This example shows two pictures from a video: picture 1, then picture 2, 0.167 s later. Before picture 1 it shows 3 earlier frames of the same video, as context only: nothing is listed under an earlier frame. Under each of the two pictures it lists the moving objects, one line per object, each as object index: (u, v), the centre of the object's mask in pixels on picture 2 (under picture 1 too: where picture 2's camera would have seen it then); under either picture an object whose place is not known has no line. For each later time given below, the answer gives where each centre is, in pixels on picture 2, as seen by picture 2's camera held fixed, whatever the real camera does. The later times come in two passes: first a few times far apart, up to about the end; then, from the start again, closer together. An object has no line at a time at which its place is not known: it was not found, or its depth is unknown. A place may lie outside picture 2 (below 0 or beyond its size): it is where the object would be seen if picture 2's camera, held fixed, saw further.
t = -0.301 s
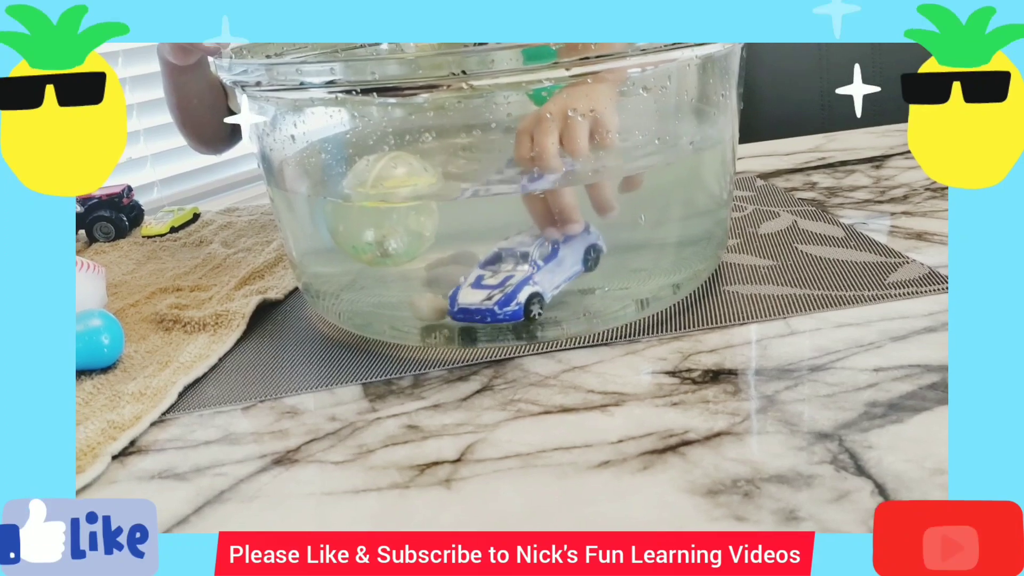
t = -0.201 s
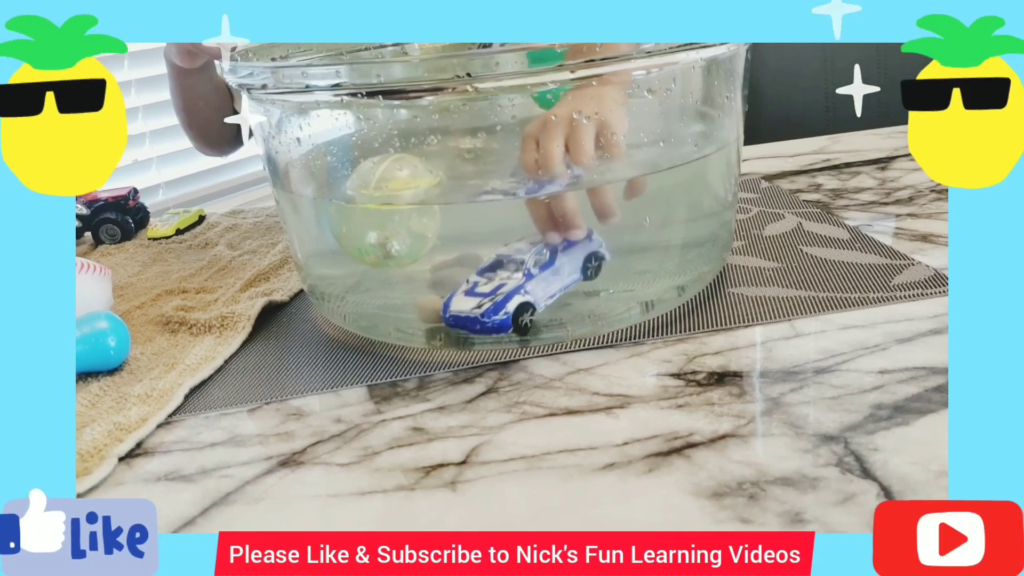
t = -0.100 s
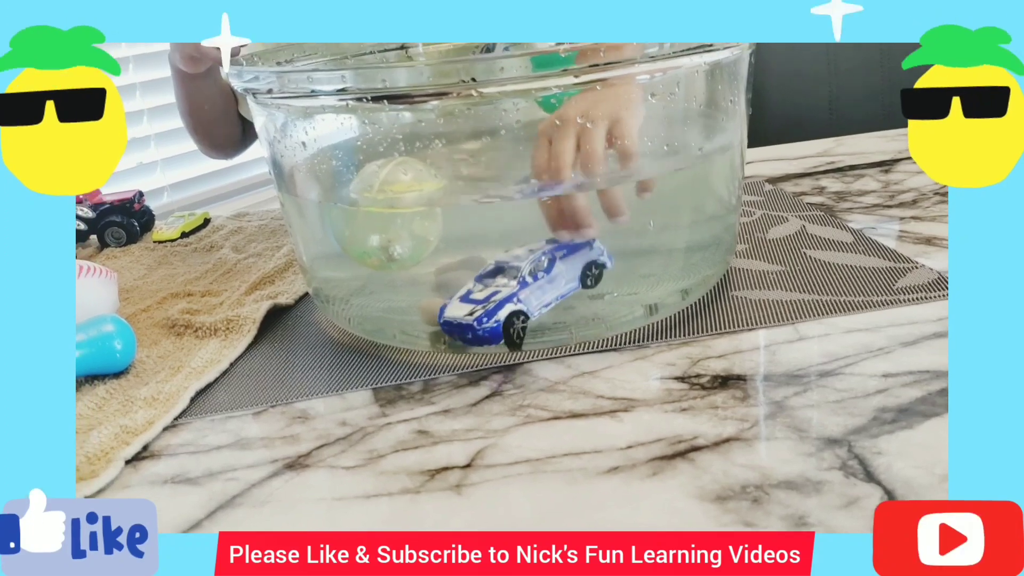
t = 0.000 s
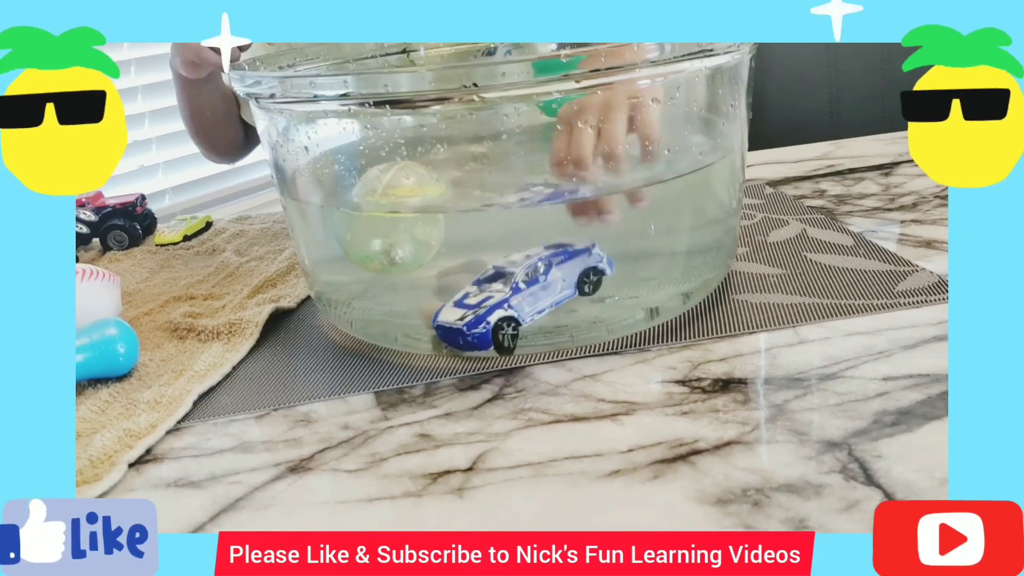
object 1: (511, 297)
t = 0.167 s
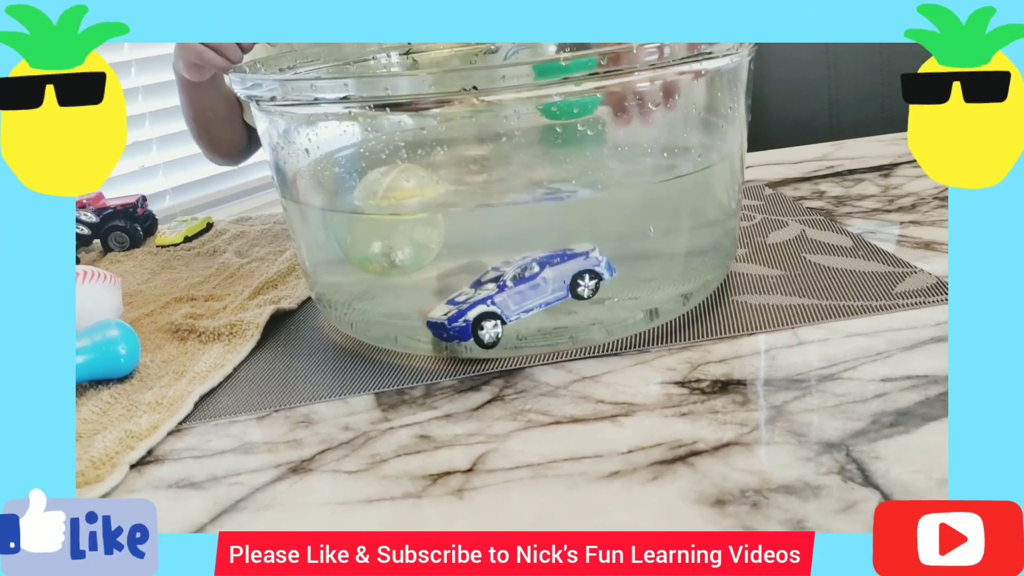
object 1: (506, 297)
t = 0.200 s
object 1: (505, 297)
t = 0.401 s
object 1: (501, 295)
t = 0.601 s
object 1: (495, 296)
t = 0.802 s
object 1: (490, 297)
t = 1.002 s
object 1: (487, 297)
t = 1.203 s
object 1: (485, 298)
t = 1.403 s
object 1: (484, 299)
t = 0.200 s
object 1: (505, 297)
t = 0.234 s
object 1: (504, 296)
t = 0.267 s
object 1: (504, 296)
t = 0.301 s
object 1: (503, 295)
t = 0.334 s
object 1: (502, 295)
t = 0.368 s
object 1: (502, 295)
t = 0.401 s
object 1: (501, 295)
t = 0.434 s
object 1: (500, 295)
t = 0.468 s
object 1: (499, 296)
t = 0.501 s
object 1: (498, 296)
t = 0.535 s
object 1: (497, 296)
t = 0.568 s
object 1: (496, 296)
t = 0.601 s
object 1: (495, 296)
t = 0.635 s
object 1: (495, 296)
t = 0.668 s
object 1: (494, 296)
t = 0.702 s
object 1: (493, 296)
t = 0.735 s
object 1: (492, 297)
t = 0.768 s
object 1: (490, 297)
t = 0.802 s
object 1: (490, 297)
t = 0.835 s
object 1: (490, 297)
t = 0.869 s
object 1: (489, 297)
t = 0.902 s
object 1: (489, 297)
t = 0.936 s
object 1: (489, 297)
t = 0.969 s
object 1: (488, 297)
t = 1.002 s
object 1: (487, 297)
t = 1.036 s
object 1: (487, 297)
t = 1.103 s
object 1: (486, 298)
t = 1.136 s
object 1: (485, 298)
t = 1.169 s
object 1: (485, 298)
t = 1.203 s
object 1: (485, 298)
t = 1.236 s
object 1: (485, 298)
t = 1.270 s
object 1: (484, 298)
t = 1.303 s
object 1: (484, 298)
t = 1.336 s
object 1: (485, 298)
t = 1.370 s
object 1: (484, 299)
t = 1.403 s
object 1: (484, 299)
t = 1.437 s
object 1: (484, 299)
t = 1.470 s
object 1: (484, 299)
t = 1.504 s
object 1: (484, 299)
